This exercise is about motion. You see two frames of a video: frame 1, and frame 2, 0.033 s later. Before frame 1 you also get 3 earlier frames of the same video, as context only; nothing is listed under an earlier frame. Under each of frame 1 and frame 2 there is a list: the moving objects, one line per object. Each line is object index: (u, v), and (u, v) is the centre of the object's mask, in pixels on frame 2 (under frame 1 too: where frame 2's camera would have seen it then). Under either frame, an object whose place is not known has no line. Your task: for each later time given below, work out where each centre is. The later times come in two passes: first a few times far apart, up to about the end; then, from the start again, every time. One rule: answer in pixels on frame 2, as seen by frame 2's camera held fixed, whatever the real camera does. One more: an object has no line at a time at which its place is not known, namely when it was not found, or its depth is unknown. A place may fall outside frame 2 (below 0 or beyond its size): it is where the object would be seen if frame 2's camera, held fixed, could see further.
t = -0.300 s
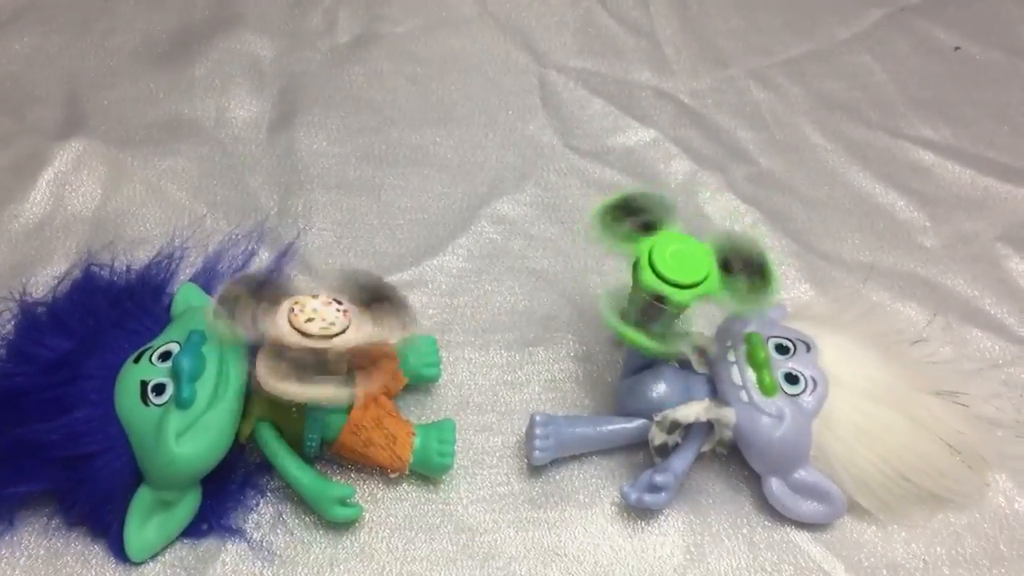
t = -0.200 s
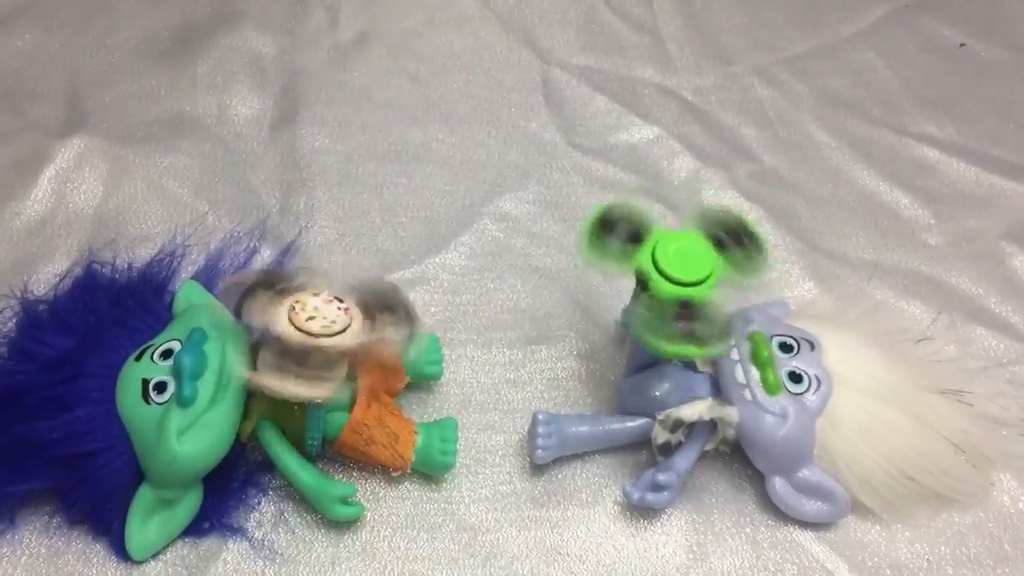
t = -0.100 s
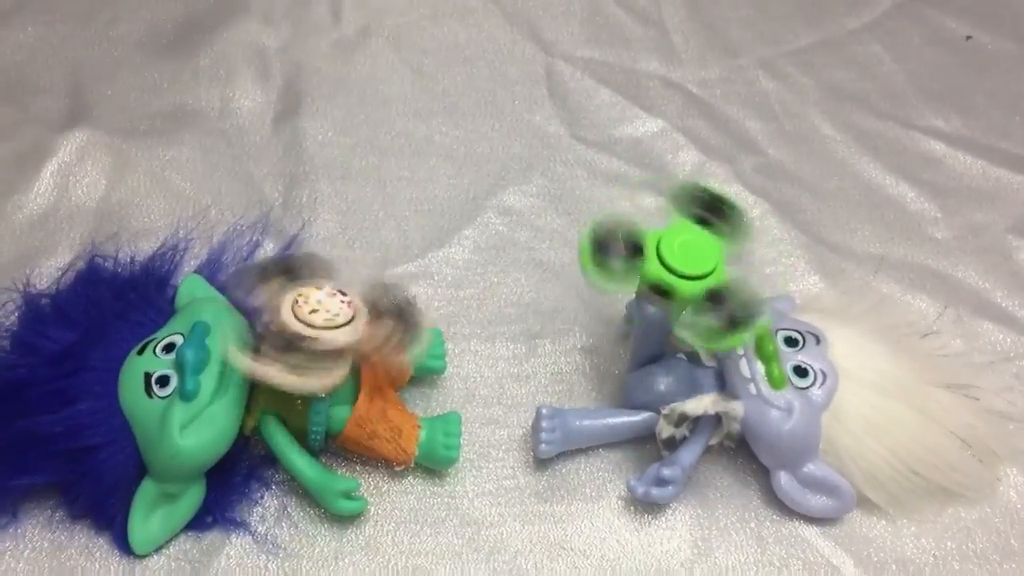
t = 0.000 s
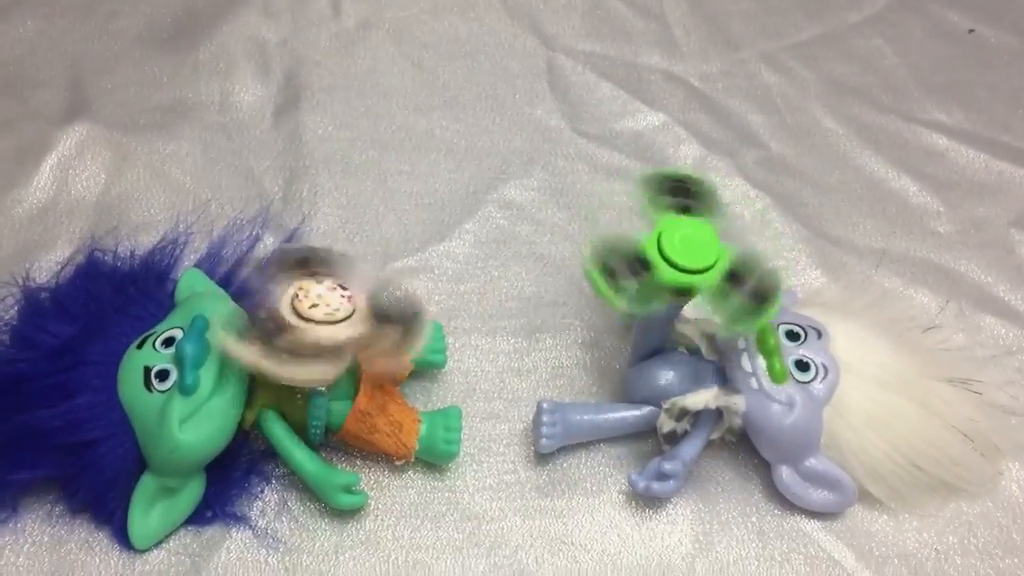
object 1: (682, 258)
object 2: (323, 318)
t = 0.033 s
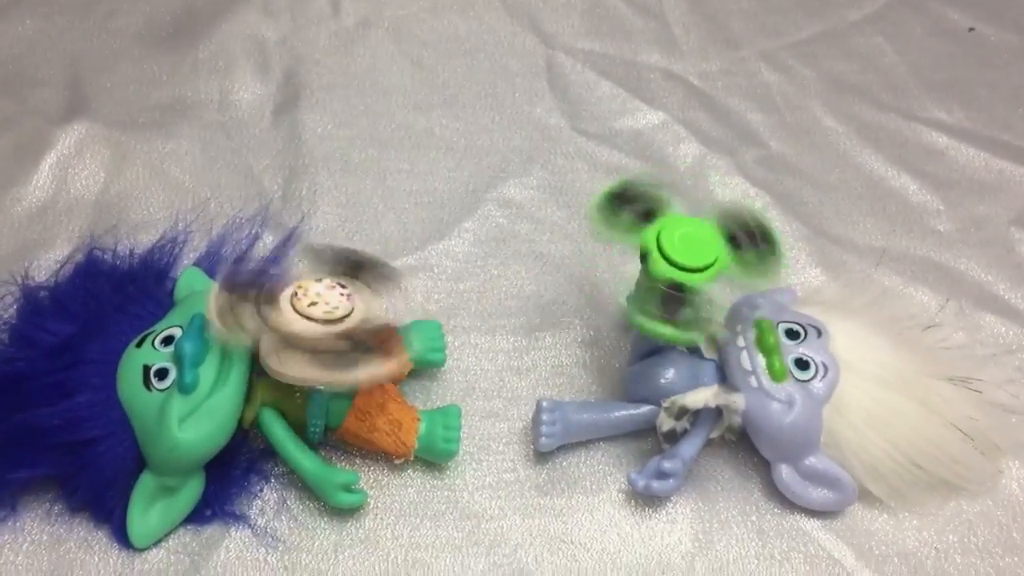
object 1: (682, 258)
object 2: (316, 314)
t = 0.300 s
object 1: (681, 258)
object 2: (318, 315)
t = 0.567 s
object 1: (681, 259)
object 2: (318, 316)
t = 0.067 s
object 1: (682, 258)
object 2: (315, 314)
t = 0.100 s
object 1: (682, 256)
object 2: (321, 321)
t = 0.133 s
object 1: (681, 257)
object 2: (321, 318)
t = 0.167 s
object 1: (683, 259)
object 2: (320, 317)
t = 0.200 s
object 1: (683, 258)
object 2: (317, 316)
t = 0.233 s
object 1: (682, 259)
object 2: (317, 315)
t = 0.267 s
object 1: (682, 255)
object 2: (320, 319)
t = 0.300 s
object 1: (681, 258)
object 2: (318, 315)
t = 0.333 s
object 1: (682, 258)
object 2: (319, 314)
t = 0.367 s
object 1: (684, 258)
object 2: (316, 317)
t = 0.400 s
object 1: (682, 259)
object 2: (321, 317)
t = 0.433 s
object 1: (682, 256)
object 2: (321, 317)
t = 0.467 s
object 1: (683, 258)
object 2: (316, 315)
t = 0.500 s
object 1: (683, 257)
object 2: (319, 314)
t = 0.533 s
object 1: (684, 258)
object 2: (318, 318)
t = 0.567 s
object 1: (681, 259)
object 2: (318, 316)
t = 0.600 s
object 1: (683, 256)
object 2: (320, 316)
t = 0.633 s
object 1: (683, 259)
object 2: (313, 318)
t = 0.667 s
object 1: (683, 258)
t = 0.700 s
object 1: (684, 258)
